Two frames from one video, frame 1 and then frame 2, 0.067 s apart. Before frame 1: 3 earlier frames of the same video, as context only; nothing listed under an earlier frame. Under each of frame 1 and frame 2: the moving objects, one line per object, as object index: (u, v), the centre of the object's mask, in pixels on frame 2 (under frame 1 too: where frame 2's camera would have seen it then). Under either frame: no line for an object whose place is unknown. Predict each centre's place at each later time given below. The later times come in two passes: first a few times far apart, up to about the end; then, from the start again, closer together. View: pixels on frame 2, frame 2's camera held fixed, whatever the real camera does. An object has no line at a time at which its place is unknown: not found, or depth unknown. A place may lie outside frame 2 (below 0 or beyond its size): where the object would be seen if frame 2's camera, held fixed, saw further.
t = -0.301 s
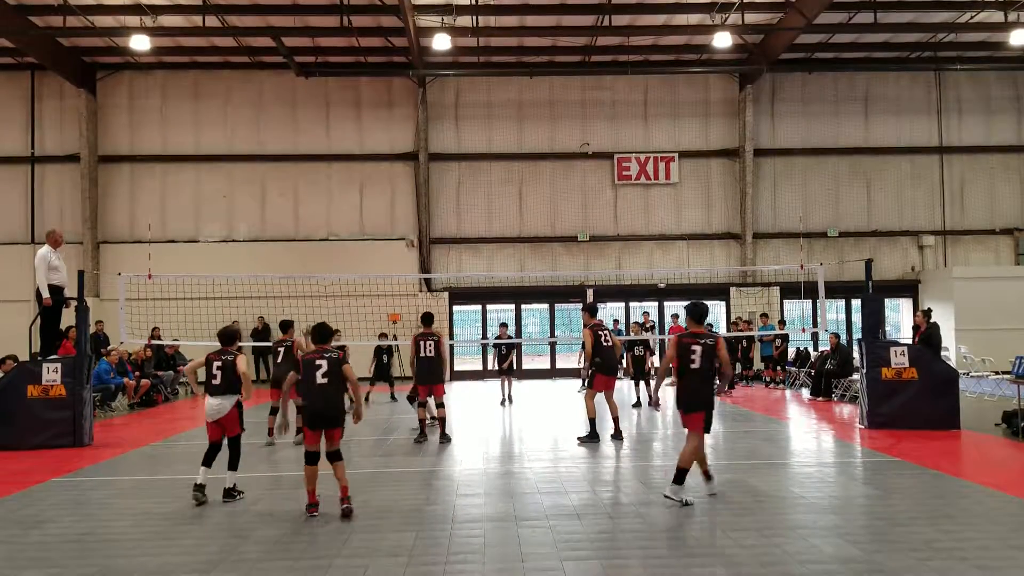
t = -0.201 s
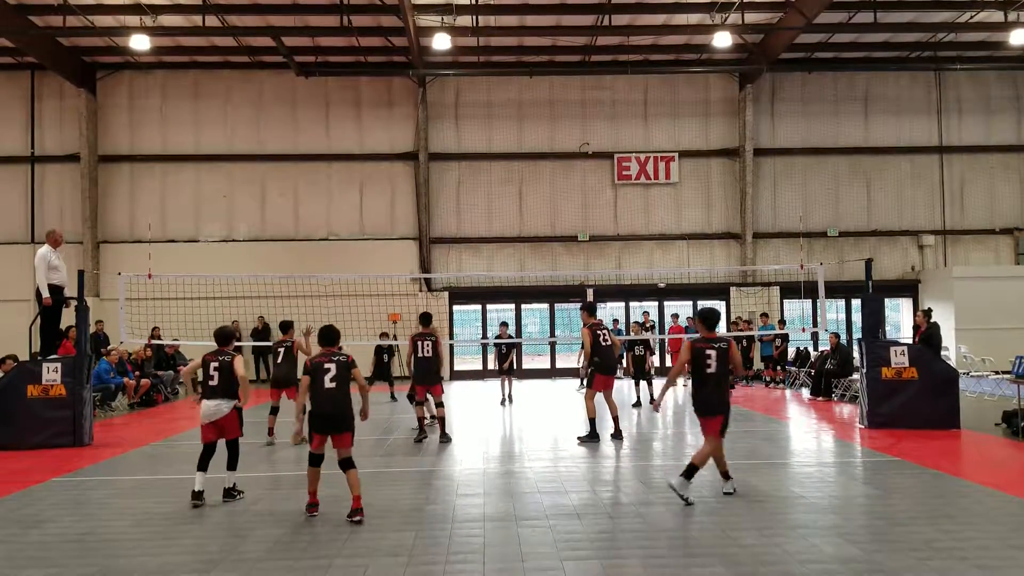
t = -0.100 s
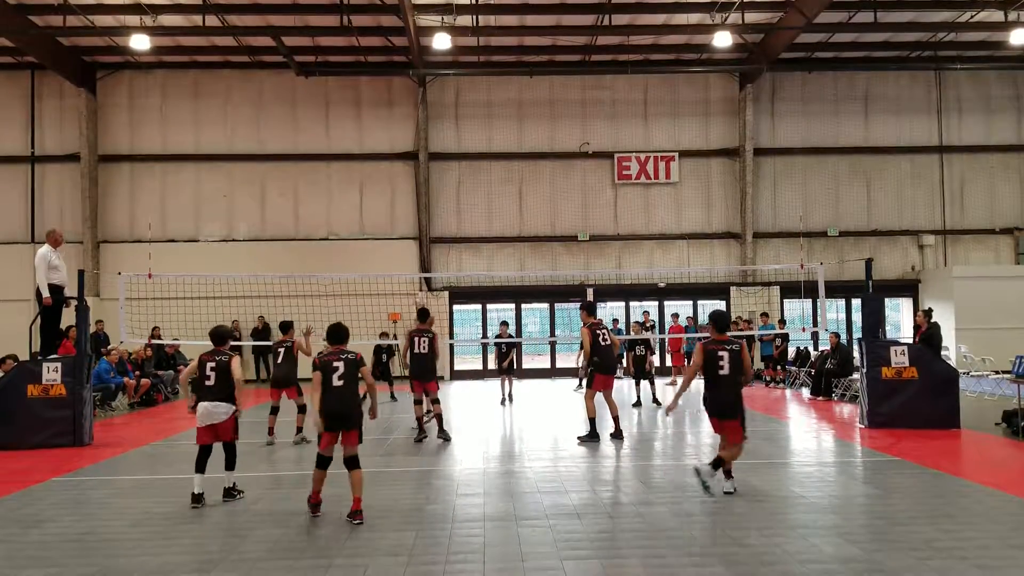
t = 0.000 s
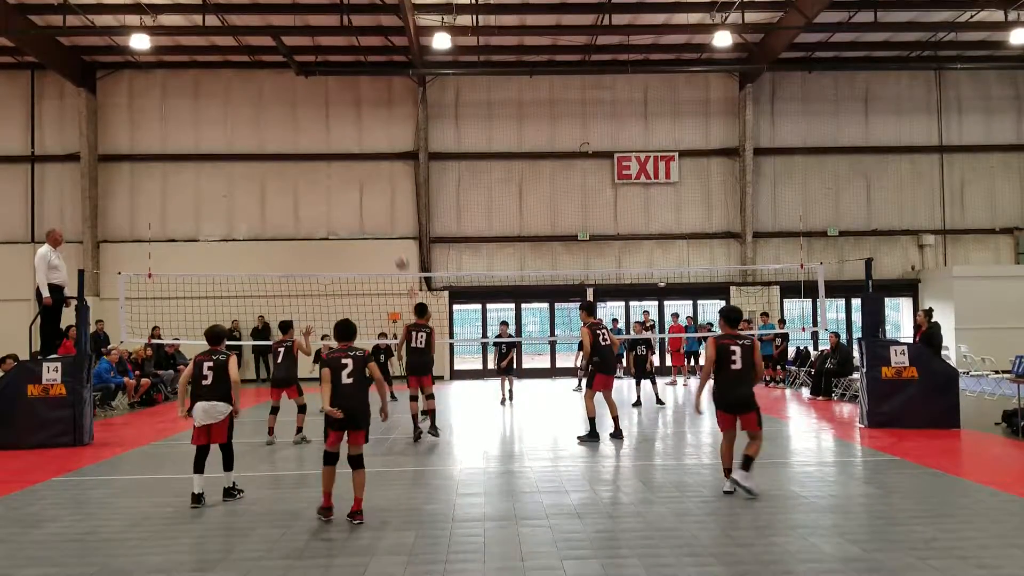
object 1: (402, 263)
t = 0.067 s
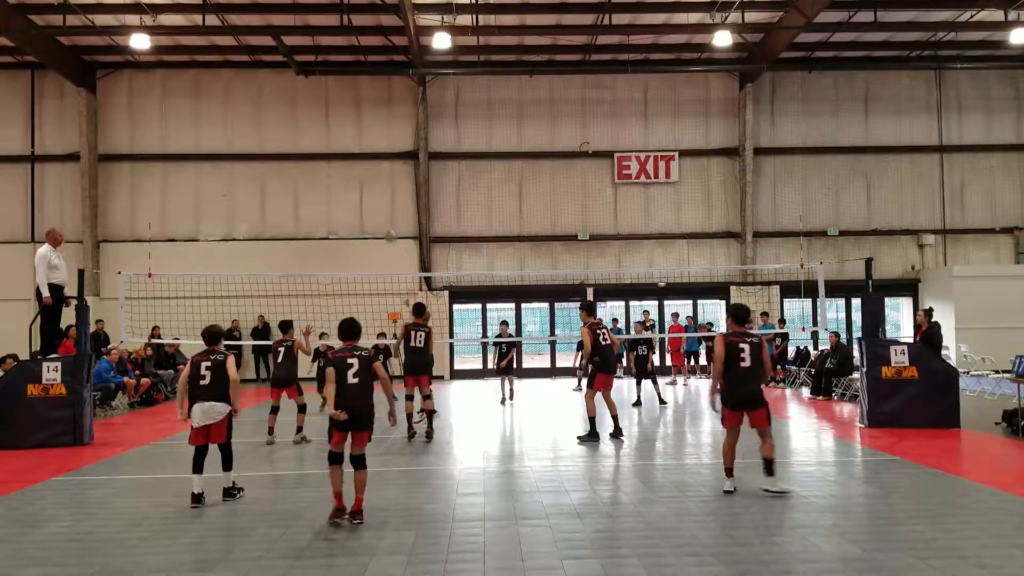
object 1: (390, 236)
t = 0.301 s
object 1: (352, 164)
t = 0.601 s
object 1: (307, 125)
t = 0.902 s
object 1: (264, 143)
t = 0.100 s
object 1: (385, 224)
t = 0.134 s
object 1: (380, 213)
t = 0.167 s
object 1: (374, 202)
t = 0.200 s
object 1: (369, 190)
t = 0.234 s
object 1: (363, 180)
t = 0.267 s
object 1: (358, 173)
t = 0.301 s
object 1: (352, 164)
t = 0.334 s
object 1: (348, 157)
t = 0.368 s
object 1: (343, 151)
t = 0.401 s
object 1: (336, 144)
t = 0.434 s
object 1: (333, 141)
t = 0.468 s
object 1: (327, 135)
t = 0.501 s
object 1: (322, 131)
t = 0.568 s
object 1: (312, 126)
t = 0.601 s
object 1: (307, 125)
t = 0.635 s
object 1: (303, 123)
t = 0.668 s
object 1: (298, 123)
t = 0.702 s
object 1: (293, 124)
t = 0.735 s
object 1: (287, 126)
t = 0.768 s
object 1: (282, 128)
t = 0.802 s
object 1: (278, 130)
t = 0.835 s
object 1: (273, 134)
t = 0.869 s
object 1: (267, 139)
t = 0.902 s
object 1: (264, 143)
